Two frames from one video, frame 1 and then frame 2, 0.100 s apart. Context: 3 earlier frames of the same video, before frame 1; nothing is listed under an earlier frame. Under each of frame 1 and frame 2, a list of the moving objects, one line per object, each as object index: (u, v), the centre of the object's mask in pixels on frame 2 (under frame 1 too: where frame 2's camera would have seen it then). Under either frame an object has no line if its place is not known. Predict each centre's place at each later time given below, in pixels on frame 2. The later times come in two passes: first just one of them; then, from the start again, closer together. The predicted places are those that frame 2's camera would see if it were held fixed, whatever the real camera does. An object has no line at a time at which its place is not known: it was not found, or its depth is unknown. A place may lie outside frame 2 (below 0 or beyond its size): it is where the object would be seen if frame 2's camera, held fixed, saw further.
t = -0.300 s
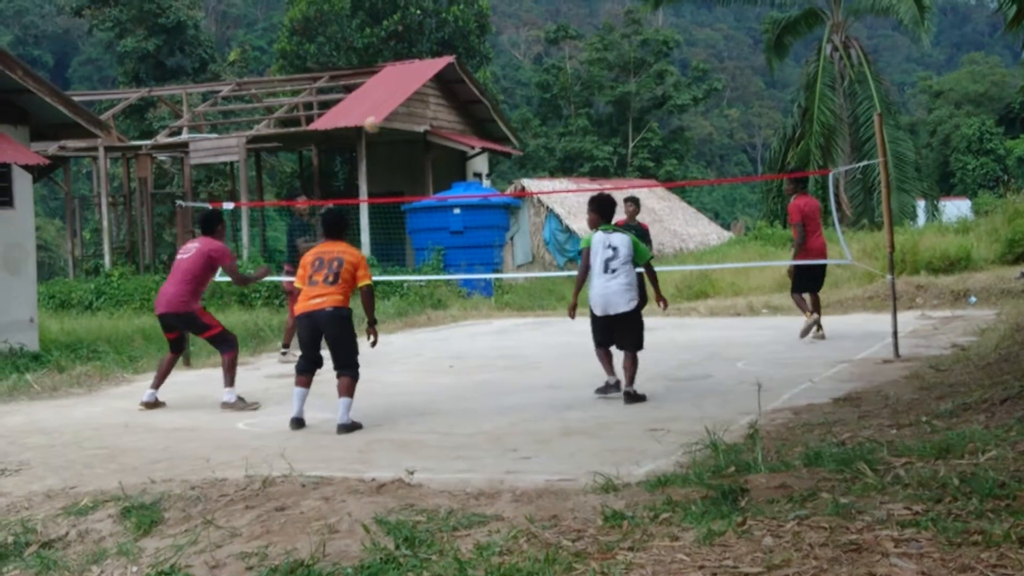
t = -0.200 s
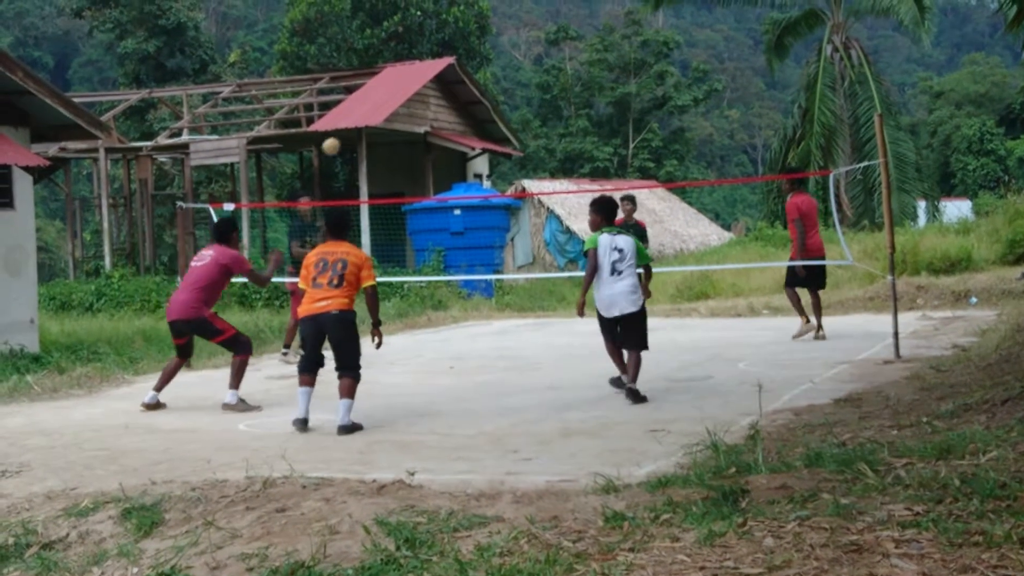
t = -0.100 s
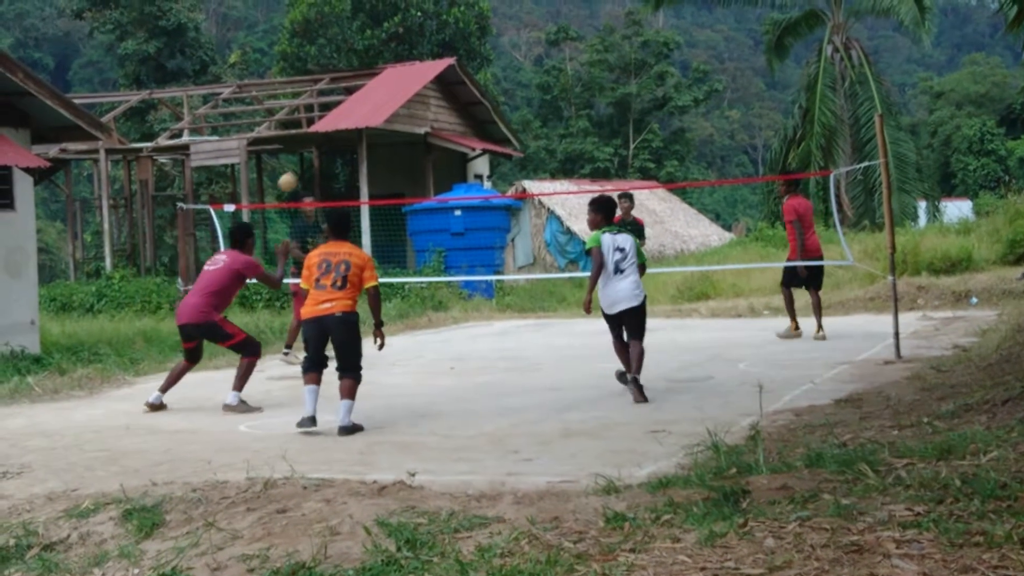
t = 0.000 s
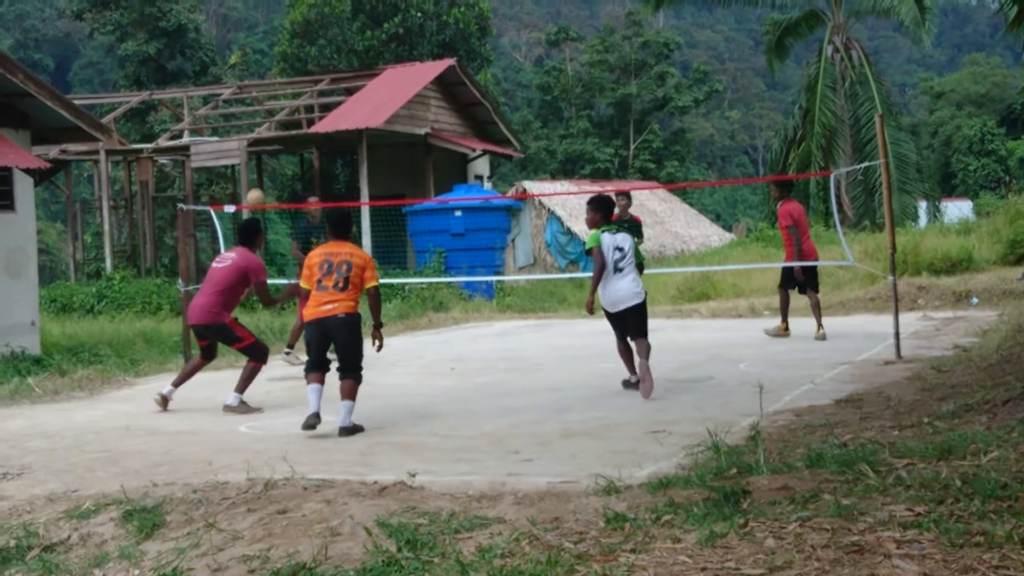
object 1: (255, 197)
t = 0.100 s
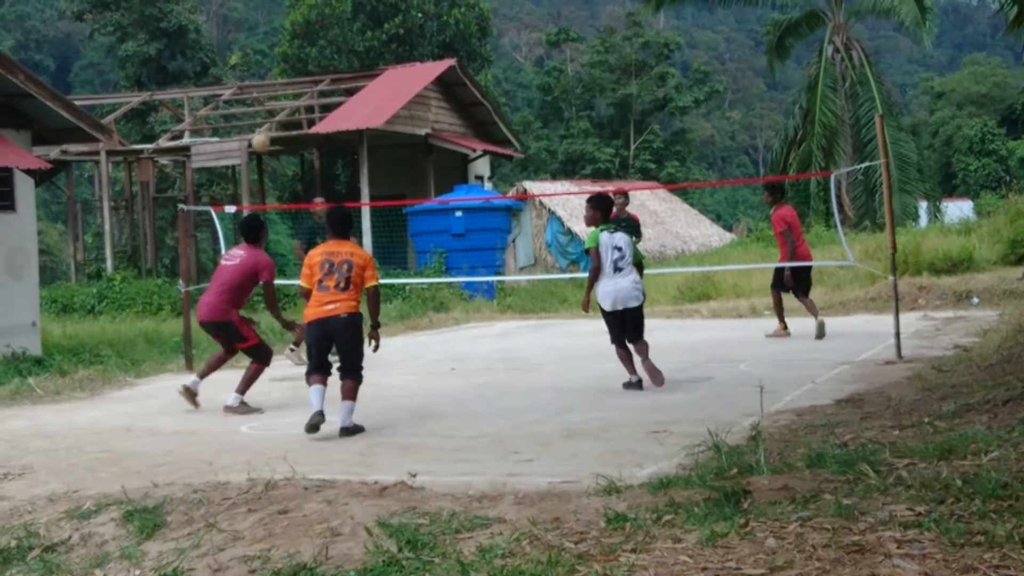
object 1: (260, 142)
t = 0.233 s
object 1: (267, 87)
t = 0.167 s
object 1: (264, 112)
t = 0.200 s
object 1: (265, 99)
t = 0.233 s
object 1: (267, 87)
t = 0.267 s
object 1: (269, 77)
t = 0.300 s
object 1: (271, 69)
